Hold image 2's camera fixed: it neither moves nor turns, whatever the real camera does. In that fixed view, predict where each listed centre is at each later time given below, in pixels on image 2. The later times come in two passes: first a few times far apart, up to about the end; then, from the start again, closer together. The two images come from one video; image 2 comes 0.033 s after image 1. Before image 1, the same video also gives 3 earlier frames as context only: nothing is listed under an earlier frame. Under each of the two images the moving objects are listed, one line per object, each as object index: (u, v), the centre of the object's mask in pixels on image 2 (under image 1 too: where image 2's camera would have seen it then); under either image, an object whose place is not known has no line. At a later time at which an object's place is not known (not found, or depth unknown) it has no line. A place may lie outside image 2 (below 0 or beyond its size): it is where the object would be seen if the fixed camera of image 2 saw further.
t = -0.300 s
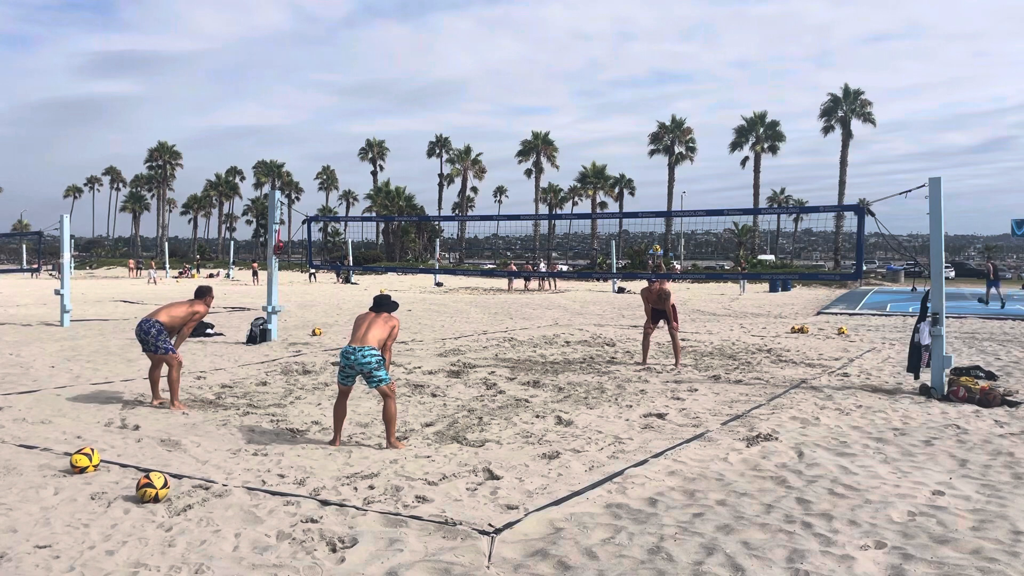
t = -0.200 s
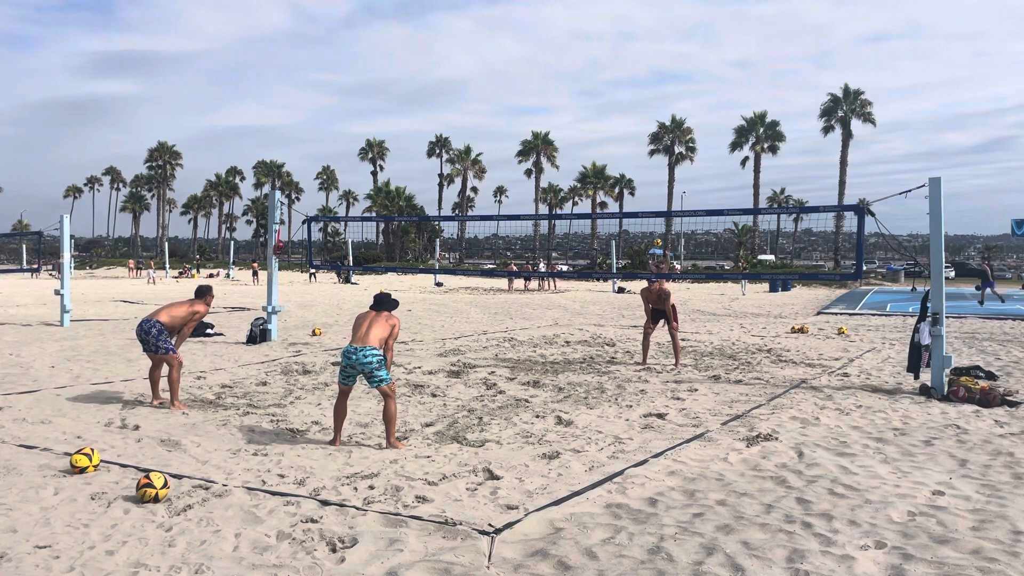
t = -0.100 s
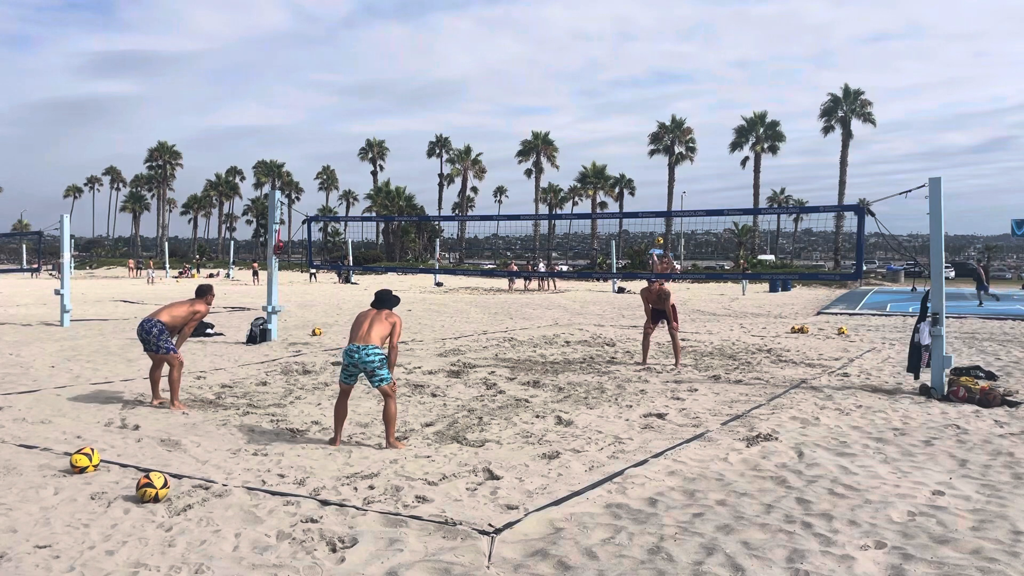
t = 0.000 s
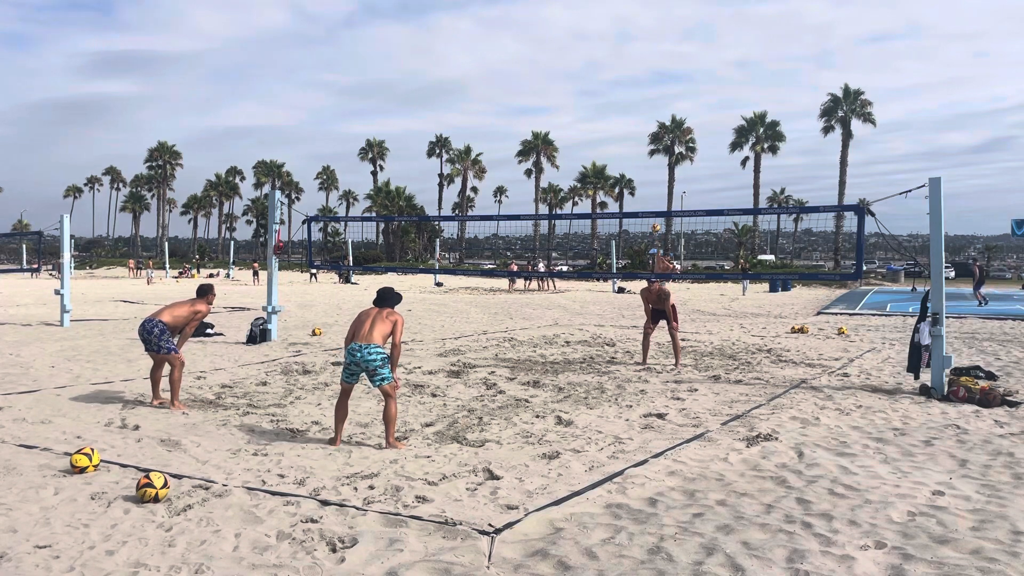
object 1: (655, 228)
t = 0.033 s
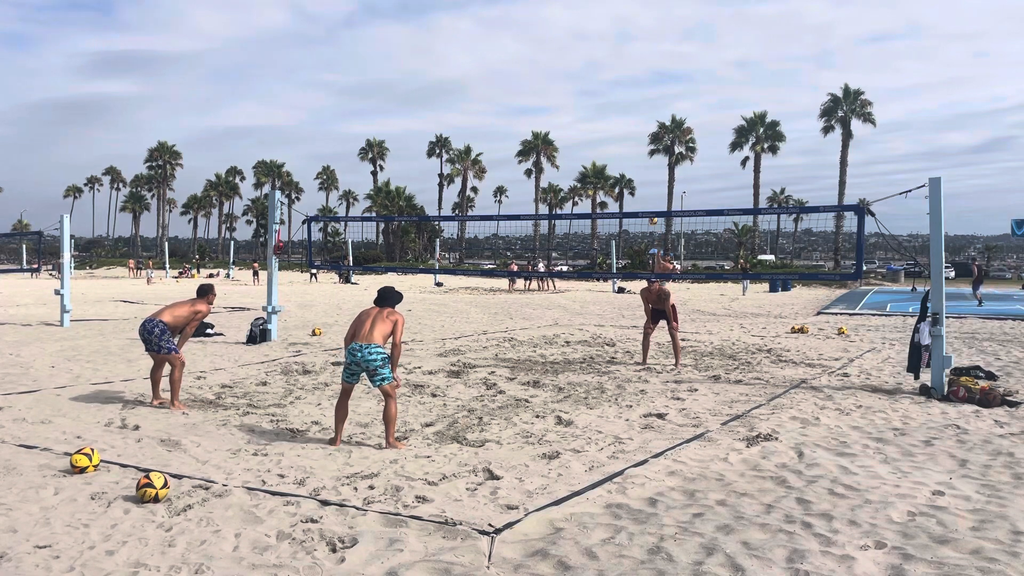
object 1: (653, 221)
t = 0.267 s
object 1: (632, 170)
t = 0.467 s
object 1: (602, 136)
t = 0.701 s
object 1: (551, 115)
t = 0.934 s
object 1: (487, 120)
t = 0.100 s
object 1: (648, 206)
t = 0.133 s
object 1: (645, 198)
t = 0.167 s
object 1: (642, 191)
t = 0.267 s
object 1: (632, 170)
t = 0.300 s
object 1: (627, 164)
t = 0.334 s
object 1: (623, 157)
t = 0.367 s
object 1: (618, 151)
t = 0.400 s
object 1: (613, 146)
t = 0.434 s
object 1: (607, 141)
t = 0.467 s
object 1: (602, 136)
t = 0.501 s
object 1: (596, 131)
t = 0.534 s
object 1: (589, 127)
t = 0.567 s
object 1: (582, 124)
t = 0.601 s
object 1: (575, 121)
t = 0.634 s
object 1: (567, 118)
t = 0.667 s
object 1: (559, 116)
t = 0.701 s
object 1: (551, 115)
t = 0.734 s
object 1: (543, 114)
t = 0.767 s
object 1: (534, 114)
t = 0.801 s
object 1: (525, 114)
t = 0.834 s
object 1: (517, 115)
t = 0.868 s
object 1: (507, 116)
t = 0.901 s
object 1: (497, 118)
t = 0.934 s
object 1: (487, 120)
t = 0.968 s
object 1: (475, 124)
